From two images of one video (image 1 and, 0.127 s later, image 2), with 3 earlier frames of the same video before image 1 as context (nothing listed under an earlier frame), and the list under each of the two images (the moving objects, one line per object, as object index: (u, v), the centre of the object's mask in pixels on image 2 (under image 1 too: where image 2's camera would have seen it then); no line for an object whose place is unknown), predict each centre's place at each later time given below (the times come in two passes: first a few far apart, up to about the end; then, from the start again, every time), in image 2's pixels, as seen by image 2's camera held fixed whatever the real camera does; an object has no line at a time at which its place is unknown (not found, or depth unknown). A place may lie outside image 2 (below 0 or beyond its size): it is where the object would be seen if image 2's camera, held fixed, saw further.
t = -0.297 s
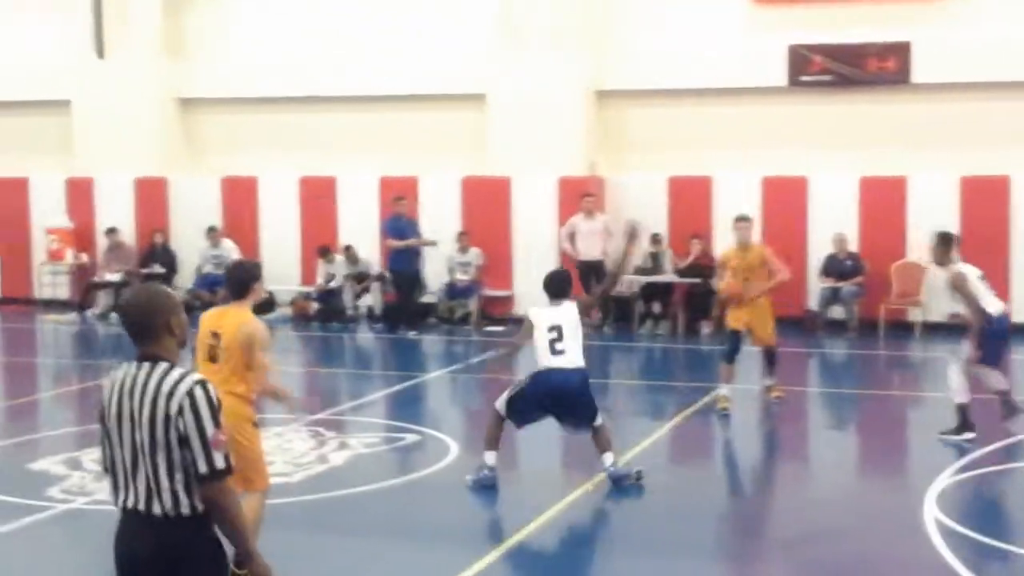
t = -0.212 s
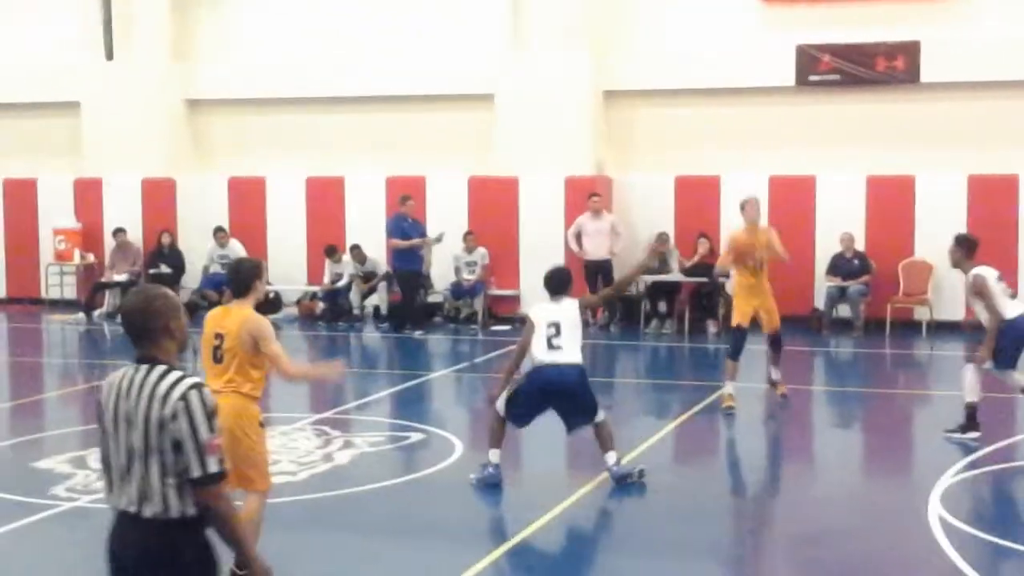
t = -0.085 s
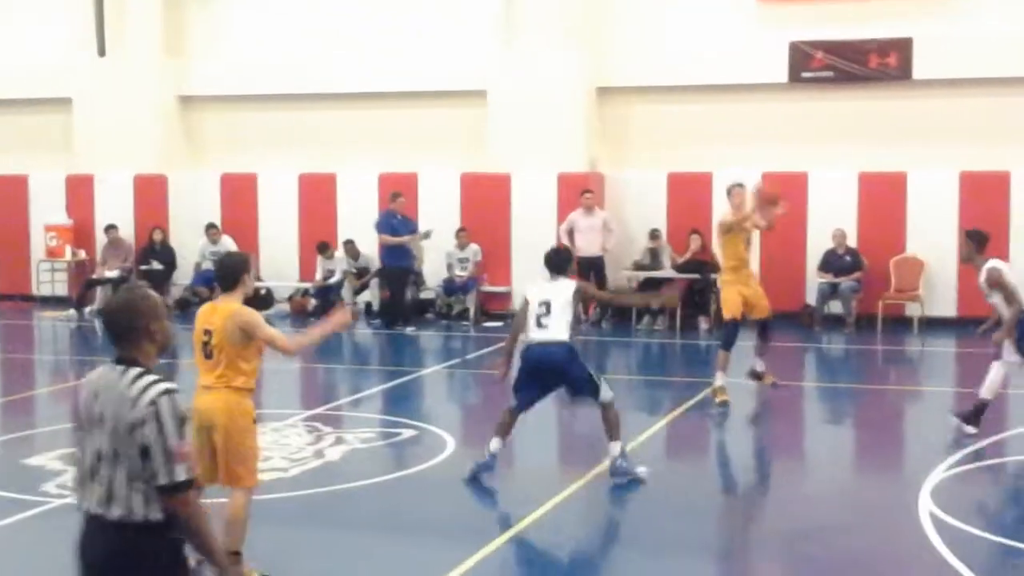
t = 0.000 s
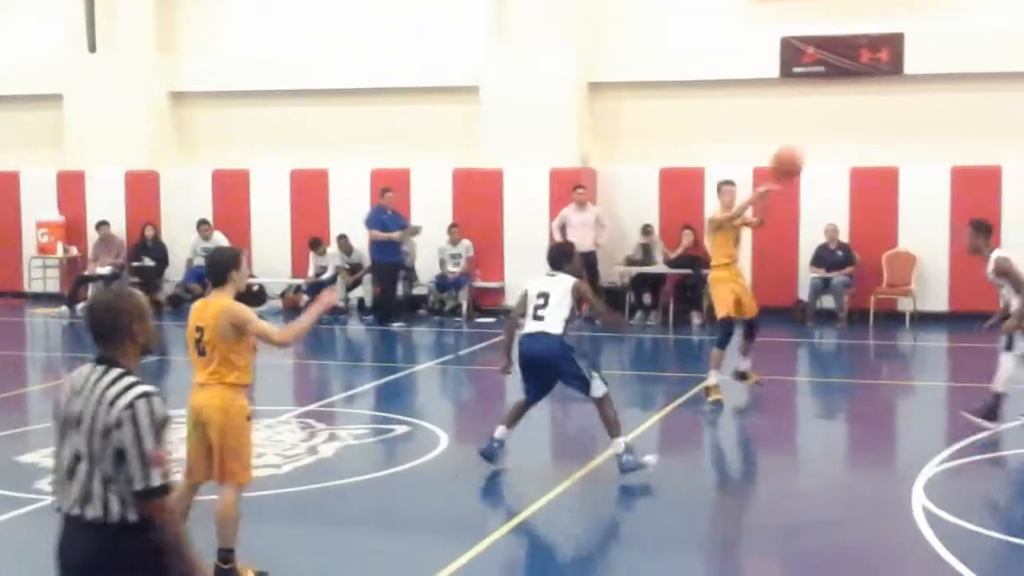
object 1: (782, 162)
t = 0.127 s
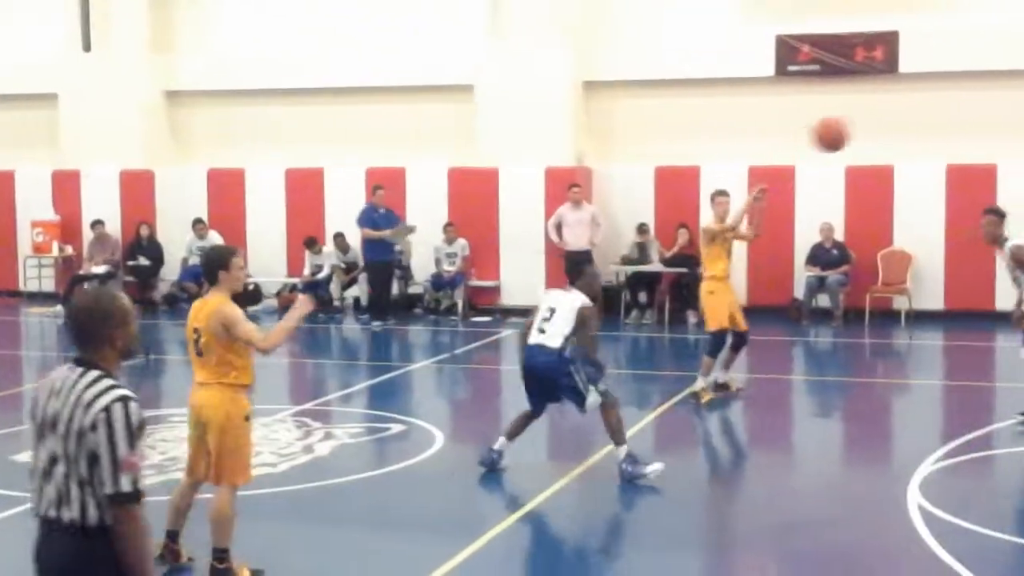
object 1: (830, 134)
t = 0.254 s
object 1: (890, 127)
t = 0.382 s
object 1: (968, 149)
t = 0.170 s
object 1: (847, 129)
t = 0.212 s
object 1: (868, 126)
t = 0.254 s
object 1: (890, 127)
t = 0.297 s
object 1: (915, 131)
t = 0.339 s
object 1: (942, 138)
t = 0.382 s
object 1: (968, 149)
